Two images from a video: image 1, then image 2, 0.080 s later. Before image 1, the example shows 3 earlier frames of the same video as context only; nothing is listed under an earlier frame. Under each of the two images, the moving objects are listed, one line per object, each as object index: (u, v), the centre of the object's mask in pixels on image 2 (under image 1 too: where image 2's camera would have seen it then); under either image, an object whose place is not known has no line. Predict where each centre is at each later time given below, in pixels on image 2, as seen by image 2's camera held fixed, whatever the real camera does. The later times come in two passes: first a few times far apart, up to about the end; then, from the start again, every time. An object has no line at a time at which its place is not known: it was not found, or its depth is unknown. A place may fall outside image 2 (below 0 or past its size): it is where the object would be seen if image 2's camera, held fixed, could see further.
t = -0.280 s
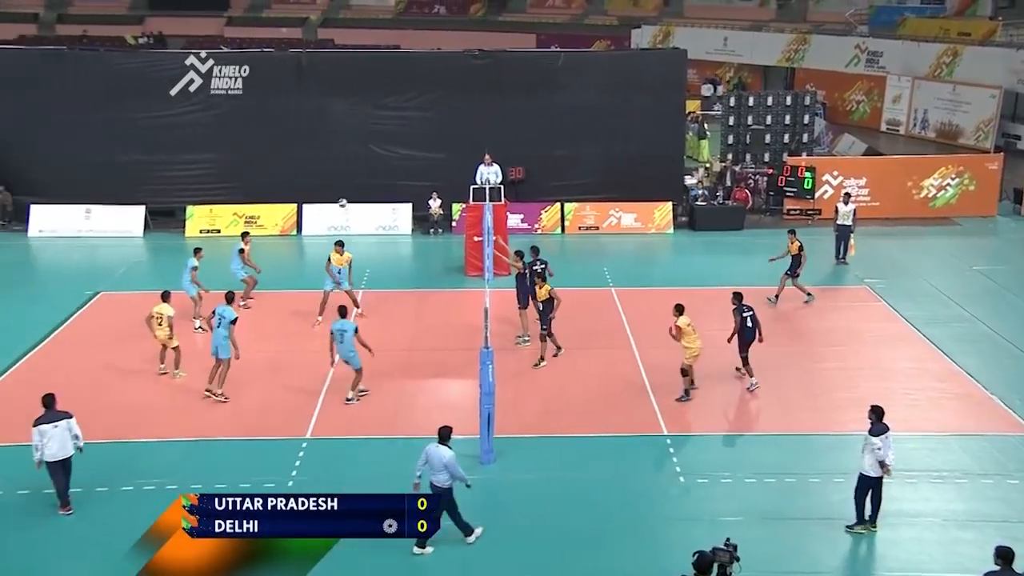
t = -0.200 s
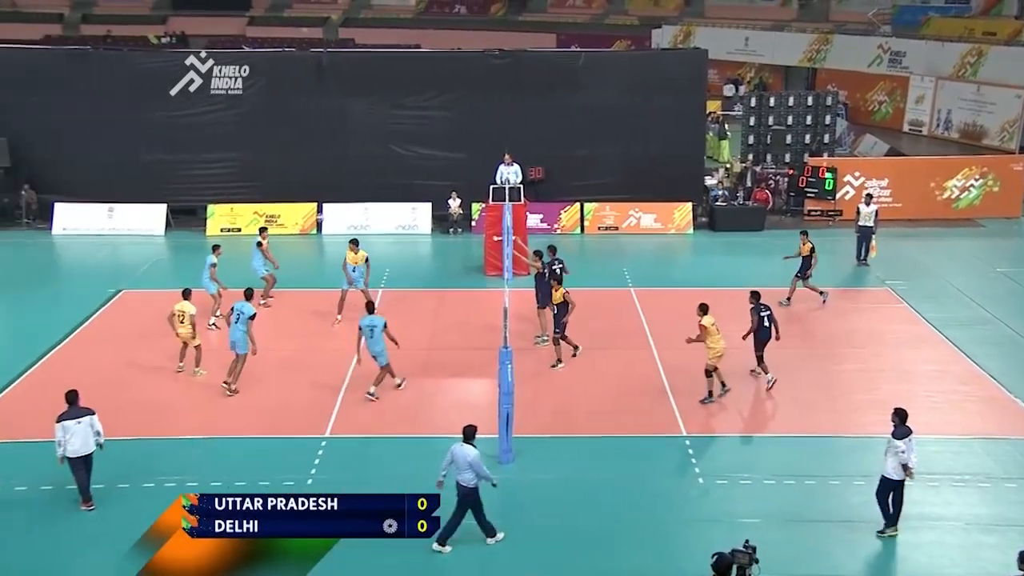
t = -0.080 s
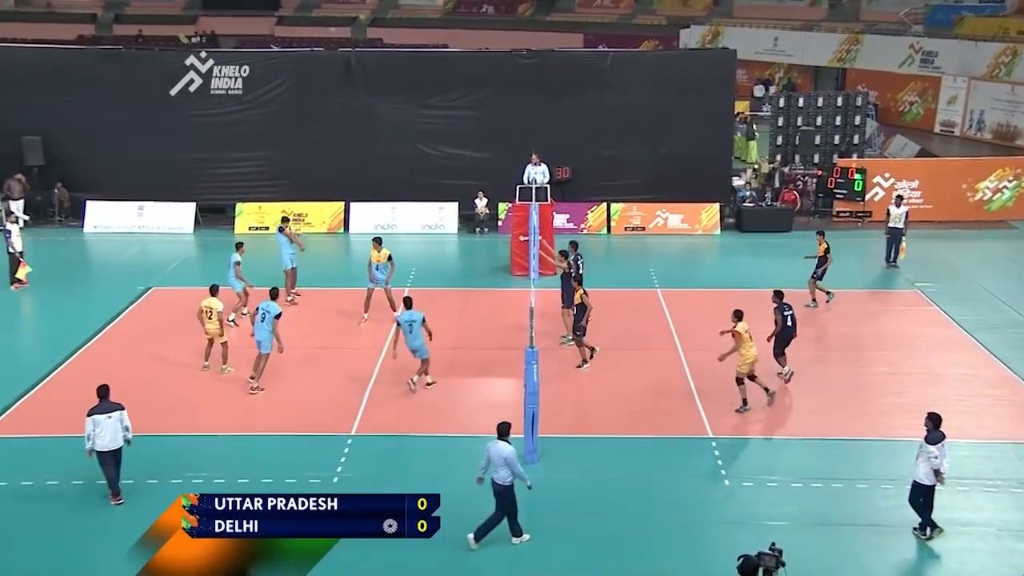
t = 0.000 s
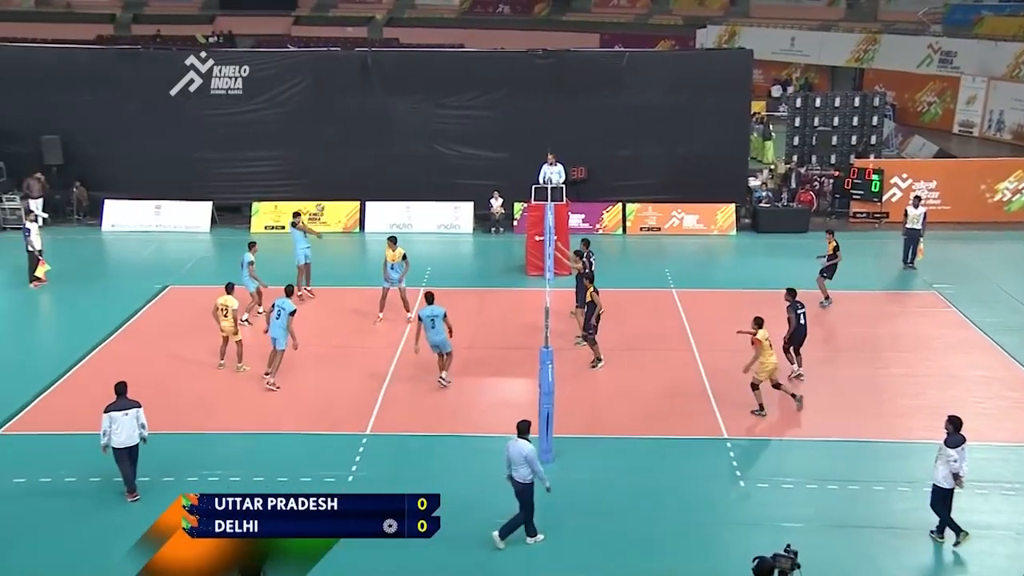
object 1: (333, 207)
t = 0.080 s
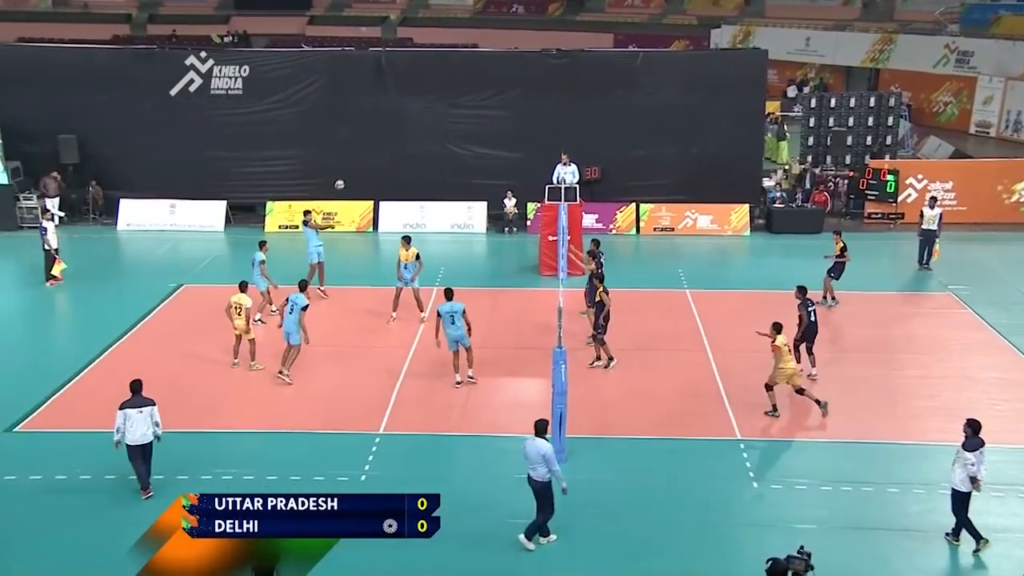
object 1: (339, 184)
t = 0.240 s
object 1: (351, 148)
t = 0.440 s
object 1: (366, 117)
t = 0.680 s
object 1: (386, 104)
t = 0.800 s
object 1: (395, 109)
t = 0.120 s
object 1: (342, 174)
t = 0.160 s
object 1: (345, 165)
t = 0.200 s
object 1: (348, 156)
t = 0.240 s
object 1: (351, 148)
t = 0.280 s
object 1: (355, 140)
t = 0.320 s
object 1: (358, 133)
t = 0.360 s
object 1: (360, 127)
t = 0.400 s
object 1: (364, 122)
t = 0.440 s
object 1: (366, 117)
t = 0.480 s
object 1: (369, 113)
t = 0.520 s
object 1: (373, 110)
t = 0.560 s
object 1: (376, 107)
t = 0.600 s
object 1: (379, 106)
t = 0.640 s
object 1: (382, 104)
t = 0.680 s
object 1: (386, 104)
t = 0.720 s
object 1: (389, 105)
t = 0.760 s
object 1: (392, 106)
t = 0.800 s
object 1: (395, 109)
